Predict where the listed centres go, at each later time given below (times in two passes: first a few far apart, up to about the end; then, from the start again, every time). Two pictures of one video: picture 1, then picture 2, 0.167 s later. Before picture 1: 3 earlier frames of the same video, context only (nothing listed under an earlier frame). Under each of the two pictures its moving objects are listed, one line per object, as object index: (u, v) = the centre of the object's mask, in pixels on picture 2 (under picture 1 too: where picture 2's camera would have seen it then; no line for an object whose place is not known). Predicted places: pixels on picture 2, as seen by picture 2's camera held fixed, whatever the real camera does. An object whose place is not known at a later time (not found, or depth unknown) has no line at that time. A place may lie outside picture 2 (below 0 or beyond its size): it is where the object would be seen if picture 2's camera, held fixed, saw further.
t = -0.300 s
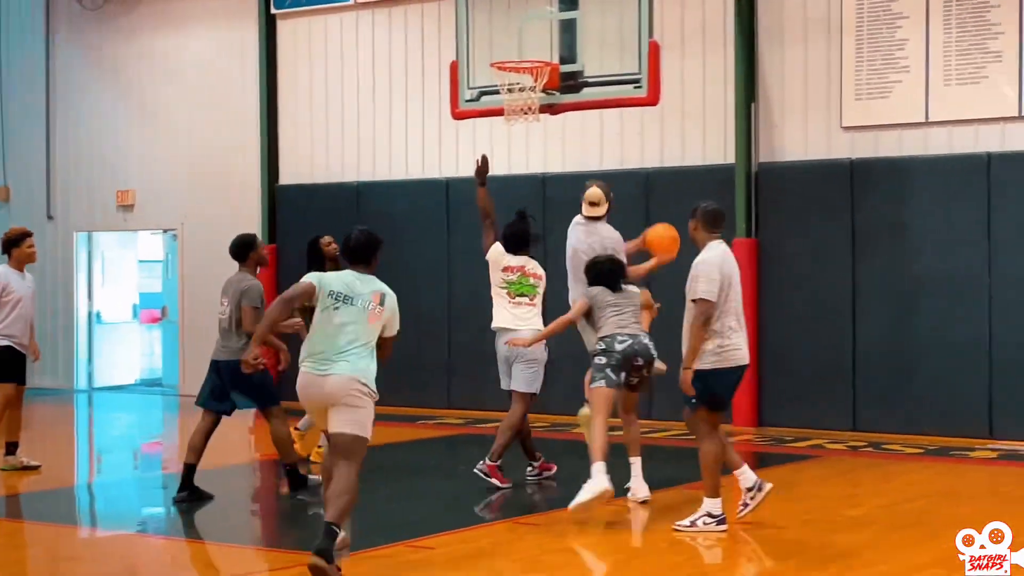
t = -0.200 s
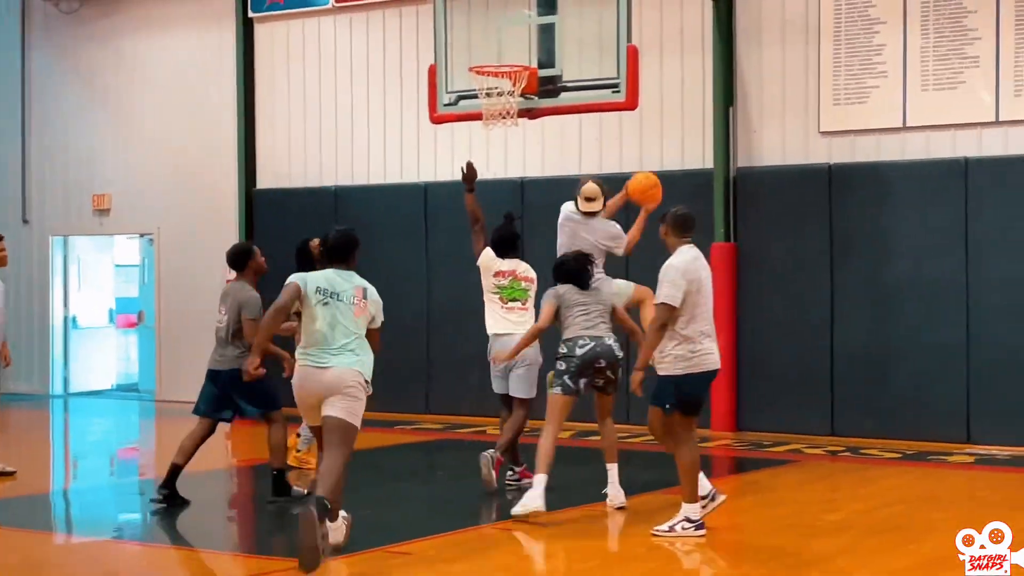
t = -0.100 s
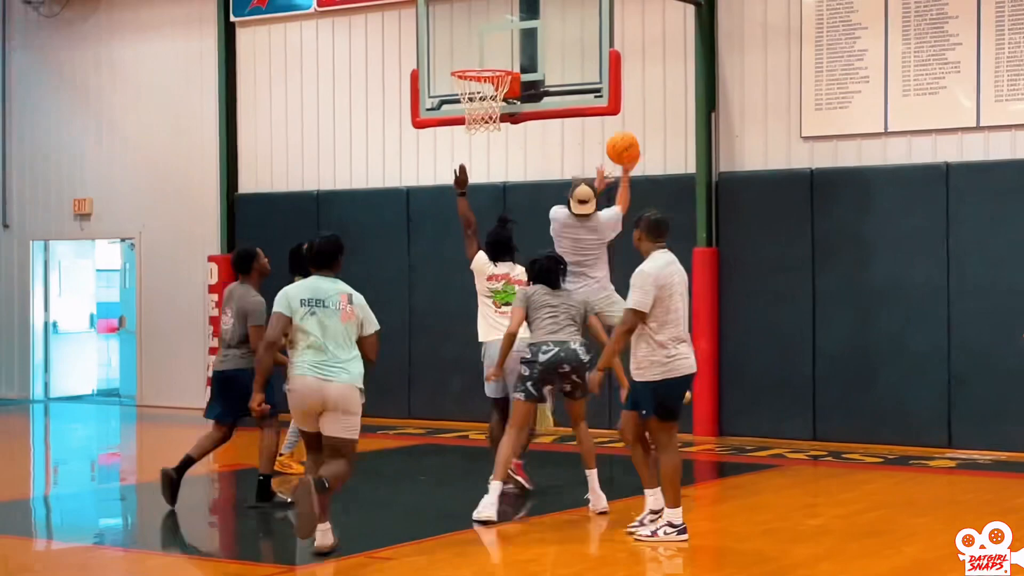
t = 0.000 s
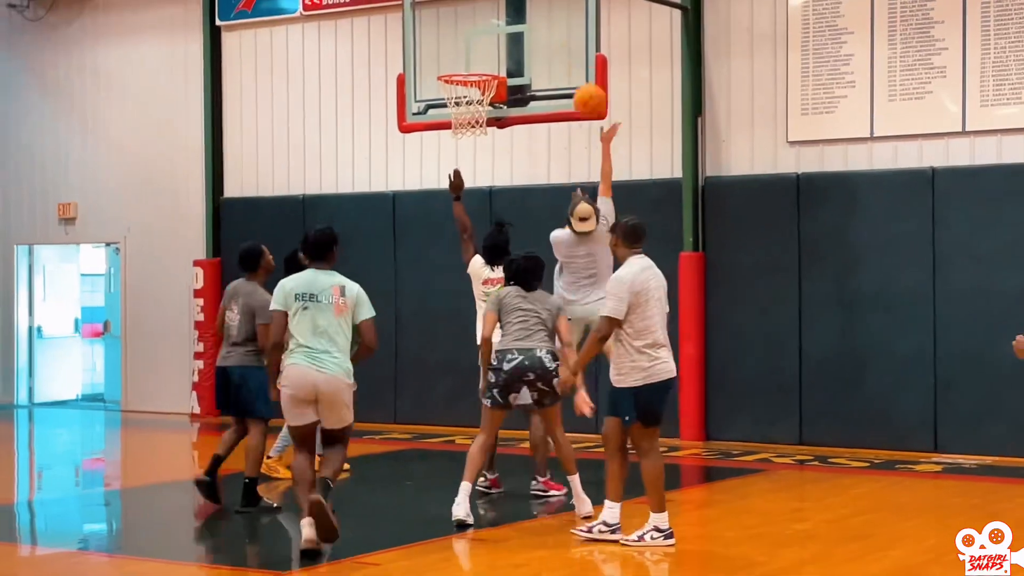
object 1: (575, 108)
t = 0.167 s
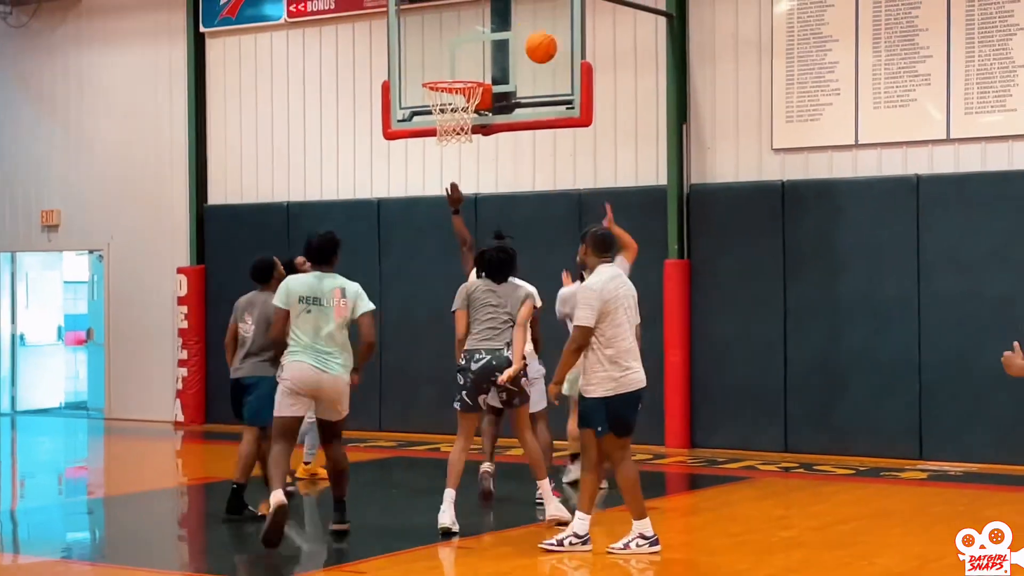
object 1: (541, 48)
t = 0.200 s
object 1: (535, 40)
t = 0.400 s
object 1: (495, 41)
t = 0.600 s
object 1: (459, 80)
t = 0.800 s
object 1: (435, 113)
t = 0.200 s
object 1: (535, 40)
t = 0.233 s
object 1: (528, 36)
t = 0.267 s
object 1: (522, 34)
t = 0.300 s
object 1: (515, 34)
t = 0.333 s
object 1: (508, 35)
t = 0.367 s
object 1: (502, 38)
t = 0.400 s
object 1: (495, 41)
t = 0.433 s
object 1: (489, 47)
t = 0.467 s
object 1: (482, 54)
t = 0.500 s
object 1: (475, 62)
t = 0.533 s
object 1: (469, 69)
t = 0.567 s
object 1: (465, 71)
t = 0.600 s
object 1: (459, 80)
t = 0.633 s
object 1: (453, 87)
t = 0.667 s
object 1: (450, 96)
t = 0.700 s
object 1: (445, 105)
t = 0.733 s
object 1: (441, 111)
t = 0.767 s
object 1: (438, 112)
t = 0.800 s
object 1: (435, 113)
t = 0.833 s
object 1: (434, 113)
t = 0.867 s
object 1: (434, 115)
